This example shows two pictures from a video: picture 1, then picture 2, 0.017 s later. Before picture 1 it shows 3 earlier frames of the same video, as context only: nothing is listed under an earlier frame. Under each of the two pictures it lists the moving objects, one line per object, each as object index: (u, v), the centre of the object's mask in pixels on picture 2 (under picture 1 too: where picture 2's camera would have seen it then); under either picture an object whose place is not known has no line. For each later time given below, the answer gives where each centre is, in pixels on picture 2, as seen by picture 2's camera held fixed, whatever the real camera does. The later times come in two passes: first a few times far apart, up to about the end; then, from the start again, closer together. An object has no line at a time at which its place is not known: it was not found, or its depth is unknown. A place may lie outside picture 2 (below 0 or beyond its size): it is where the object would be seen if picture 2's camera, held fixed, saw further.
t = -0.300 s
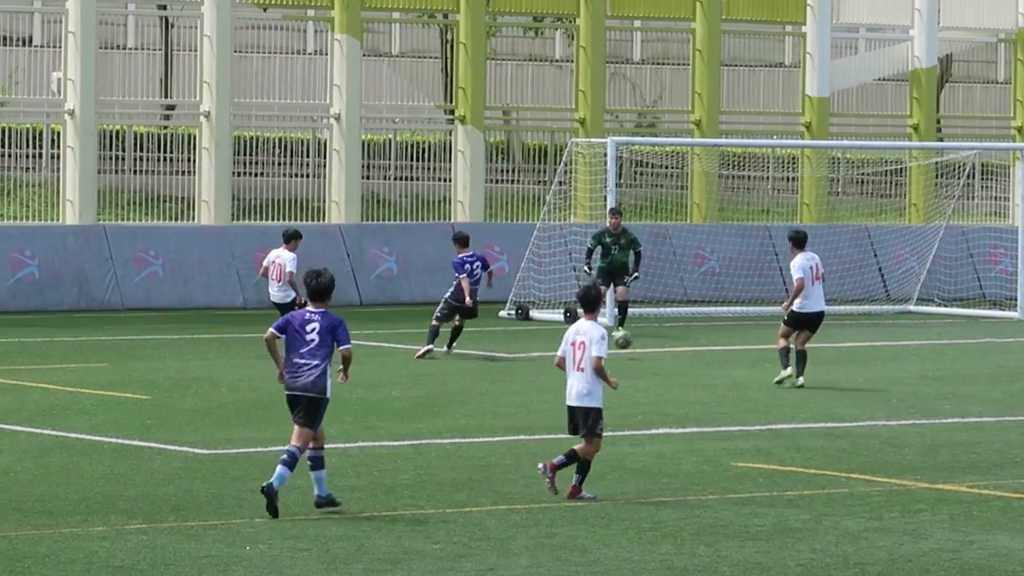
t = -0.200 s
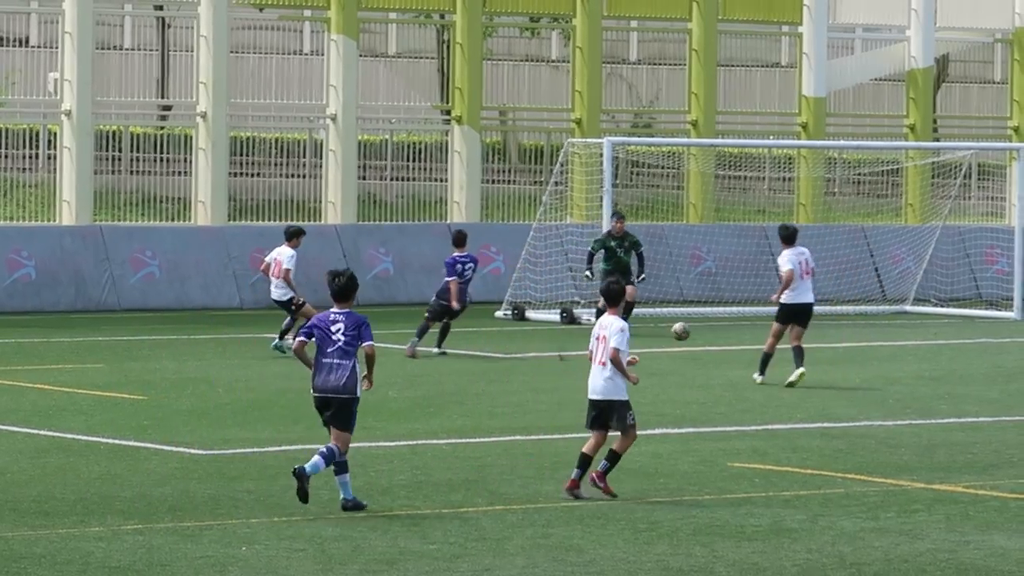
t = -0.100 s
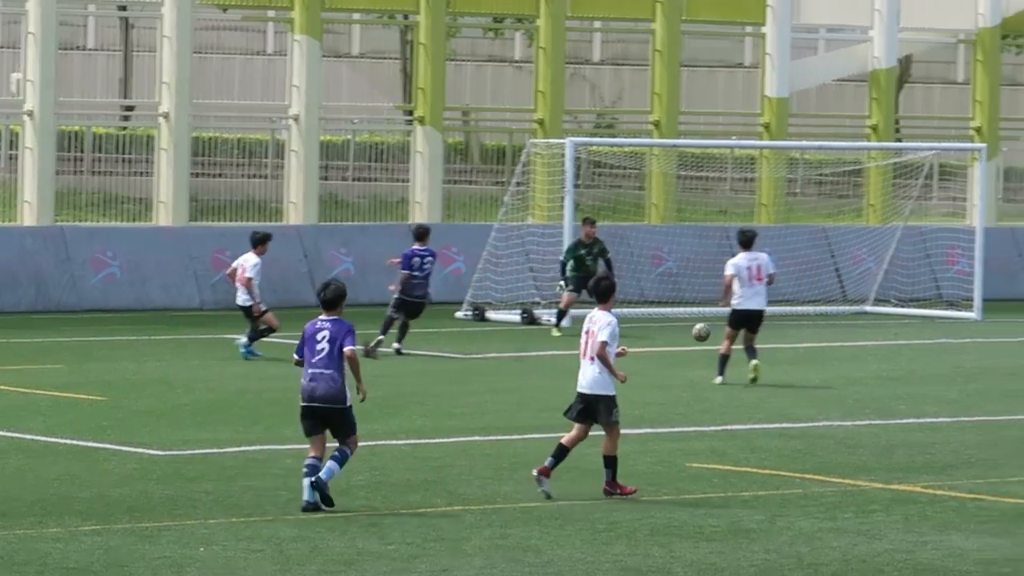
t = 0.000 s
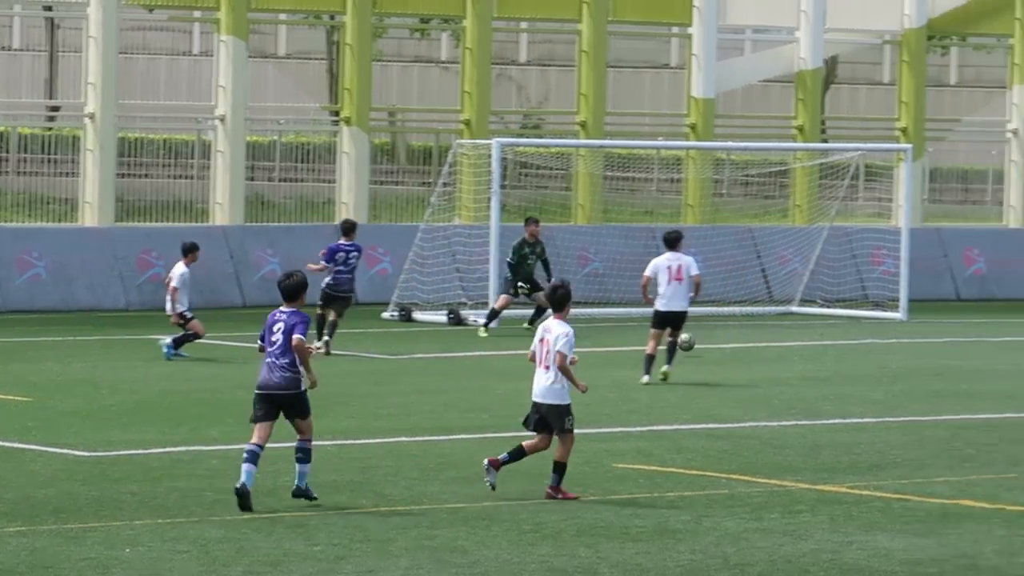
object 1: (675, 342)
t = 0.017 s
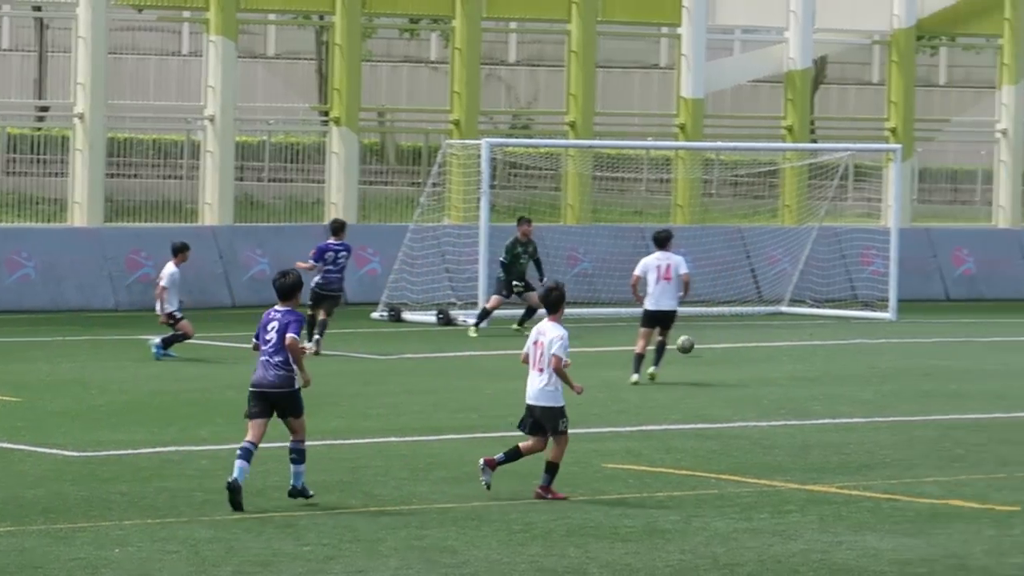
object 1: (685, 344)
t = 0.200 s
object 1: (766, 333)
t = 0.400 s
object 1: (848, 344)
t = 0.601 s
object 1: (928, 338)
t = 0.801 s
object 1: (1006, 340)
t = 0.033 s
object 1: (695, 347)
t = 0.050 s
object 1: (703, 347)
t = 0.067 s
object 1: (710, 345)
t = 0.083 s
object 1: (717, 343)
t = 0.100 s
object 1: (724, 340)
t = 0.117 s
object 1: (731, 339)
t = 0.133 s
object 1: (739, 337)
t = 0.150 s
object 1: (745, 336)
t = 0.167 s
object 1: (753, 335)
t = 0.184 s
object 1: (759, 334)
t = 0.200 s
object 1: (766, 333)
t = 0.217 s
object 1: (773, 333)
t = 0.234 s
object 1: (780, 332)
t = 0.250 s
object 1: (788, 333)
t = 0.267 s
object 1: (794, 333)
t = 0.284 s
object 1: (801, 334)
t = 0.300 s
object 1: (808, 334)
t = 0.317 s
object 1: (815, 335)
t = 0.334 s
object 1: (821, 337)
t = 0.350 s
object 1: (828, 338)
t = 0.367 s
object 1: (835, 340)
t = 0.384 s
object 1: (841, 342)
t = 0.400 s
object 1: (848, 344)
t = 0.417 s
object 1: (855, 345)
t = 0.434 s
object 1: (862, 344)
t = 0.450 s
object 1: (868, 343)
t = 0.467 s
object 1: (875, 341)
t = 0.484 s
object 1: (881, 340)
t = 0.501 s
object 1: (888, 339)
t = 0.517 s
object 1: (895, 338)
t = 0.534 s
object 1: (902, 338)
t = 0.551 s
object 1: (909, 337)
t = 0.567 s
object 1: (915, 337)
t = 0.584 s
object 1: (921, 338)
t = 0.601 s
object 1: (928, 338)
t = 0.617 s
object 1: (935, 339)
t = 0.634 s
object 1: (942, 340)
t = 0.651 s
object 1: (948, 341)
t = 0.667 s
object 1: (955, 342)
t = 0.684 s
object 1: (961, 344)
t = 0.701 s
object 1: (968, 345)
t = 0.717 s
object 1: (974, 344)
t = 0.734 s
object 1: (981, 343)
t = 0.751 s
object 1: (987, 342)
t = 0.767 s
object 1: (994, 341)
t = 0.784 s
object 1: (1000, 341)
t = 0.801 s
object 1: (1006, 340)
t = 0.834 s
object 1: (1020, 341)
